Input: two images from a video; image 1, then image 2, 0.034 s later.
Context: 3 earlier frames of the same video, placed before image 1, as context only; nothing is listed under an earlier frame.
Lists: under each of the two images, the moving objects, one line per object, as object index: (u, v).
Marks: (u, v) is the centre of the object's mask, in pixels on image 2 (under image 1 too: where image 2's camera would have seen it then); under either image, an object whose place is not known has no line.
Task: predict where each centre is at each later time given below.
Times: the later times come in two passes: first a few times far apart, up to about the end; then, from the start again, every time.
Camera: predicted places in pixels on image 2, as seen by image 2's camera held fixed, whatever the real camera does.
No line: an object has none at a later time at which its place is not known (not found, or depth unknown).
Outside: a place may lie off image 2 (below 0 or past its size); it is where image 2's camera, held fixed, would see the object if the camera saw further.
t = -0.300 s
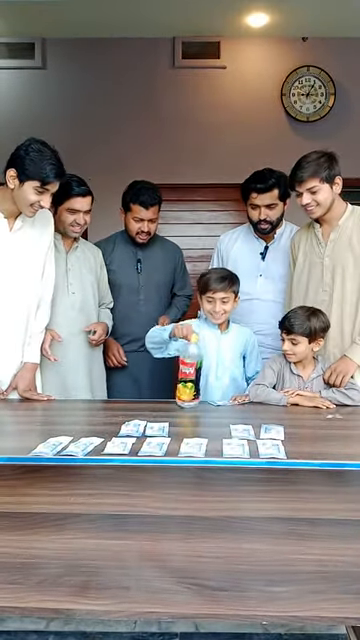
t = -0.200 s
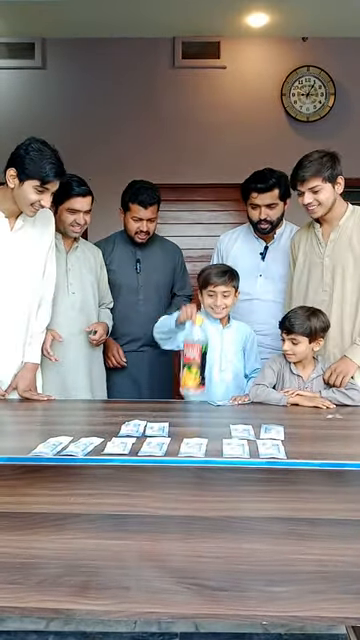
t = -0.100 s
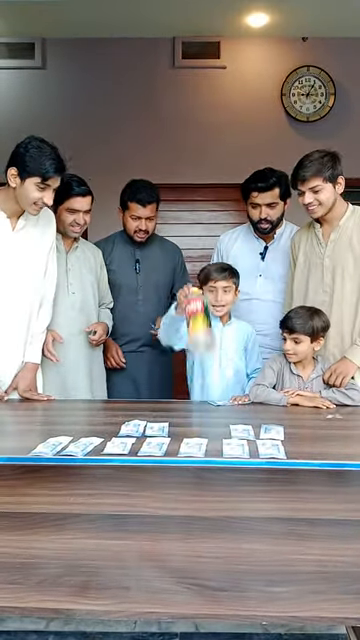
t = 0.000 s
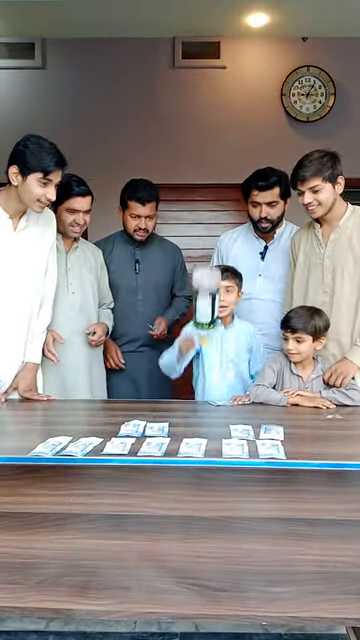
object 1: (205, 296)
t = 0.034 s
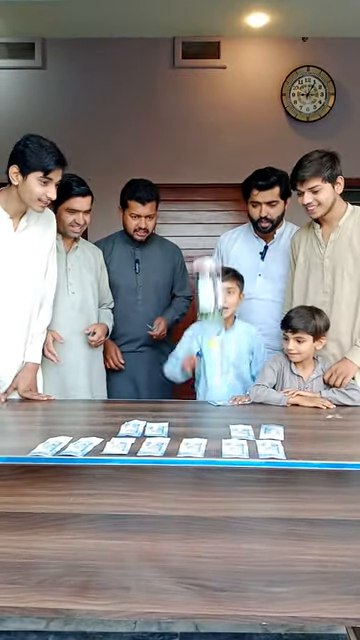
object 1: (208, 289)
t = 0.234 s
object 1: (215, 288)
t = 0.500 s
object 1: (223, 388)
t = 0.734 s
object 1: (224, 405)
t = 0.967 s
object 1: (225, 408)
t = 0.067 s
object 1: (211, 289)
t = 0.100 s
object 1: (214, 279)
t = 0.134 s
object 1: (213, 273)
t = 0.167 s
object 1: (214, 274)
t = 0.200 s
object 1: (215, 280)
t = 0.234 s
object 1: (215, 288)
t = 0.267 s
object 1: (216, 305)
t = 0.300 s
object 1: (218, 322)
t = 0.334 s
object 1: (218, 344)
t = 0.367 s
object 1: (220, 372)
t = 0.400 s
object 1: (220, 388)
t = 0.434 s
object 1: (221, 387)
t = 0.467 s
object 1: (222, 387)
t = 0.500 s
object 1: (223, 388)
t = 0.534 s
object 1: (223, 388)
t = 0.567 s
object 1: (223, 388)
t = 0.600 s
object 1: (223, 388)
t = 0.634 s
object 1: (223, 392)
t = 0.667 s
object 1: (223, 396)
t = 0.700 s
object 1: (224, 397)
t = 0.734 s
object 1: (224, 405)
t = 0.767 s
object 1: (224, 408)
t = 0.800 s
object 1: (223, 407)
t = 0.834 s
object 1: (223, 409)
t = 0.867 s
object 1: (223, 408)
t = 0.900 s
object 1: (223, 408)
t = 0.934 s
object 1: (224, 408)
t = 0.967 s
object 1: (225, 408)
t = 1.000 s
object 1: (225, 408)
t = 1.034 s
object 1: (224, 408)
